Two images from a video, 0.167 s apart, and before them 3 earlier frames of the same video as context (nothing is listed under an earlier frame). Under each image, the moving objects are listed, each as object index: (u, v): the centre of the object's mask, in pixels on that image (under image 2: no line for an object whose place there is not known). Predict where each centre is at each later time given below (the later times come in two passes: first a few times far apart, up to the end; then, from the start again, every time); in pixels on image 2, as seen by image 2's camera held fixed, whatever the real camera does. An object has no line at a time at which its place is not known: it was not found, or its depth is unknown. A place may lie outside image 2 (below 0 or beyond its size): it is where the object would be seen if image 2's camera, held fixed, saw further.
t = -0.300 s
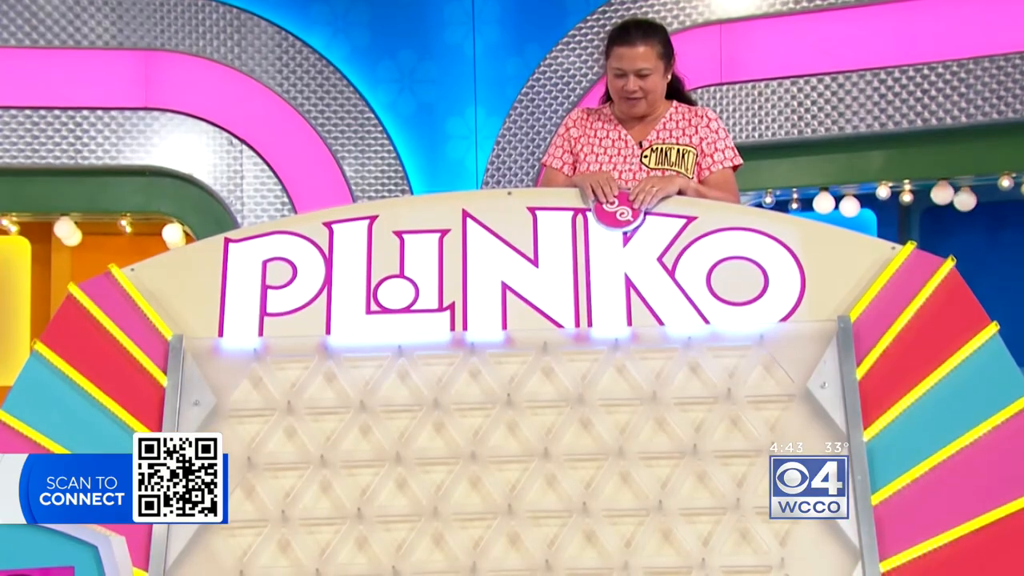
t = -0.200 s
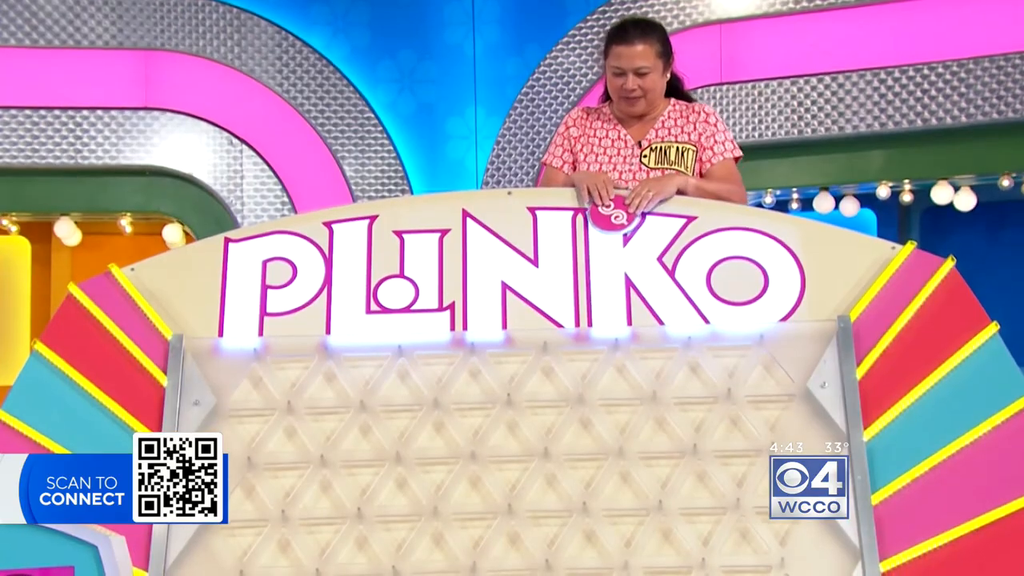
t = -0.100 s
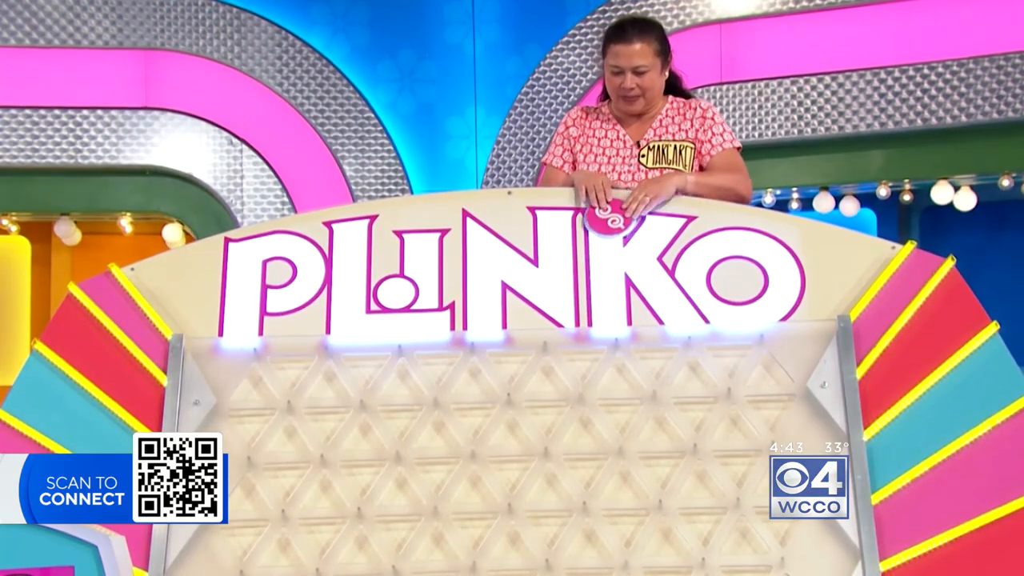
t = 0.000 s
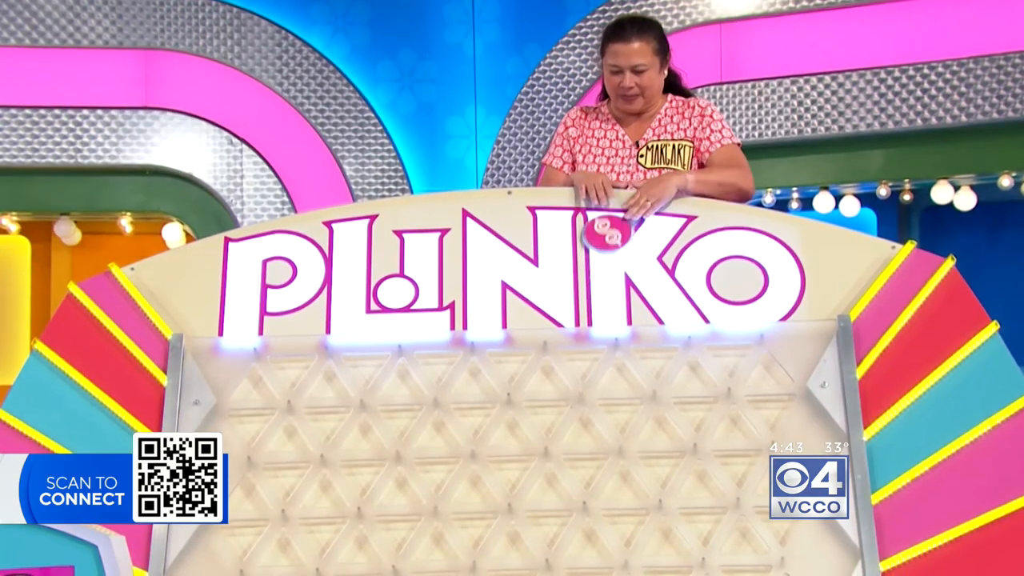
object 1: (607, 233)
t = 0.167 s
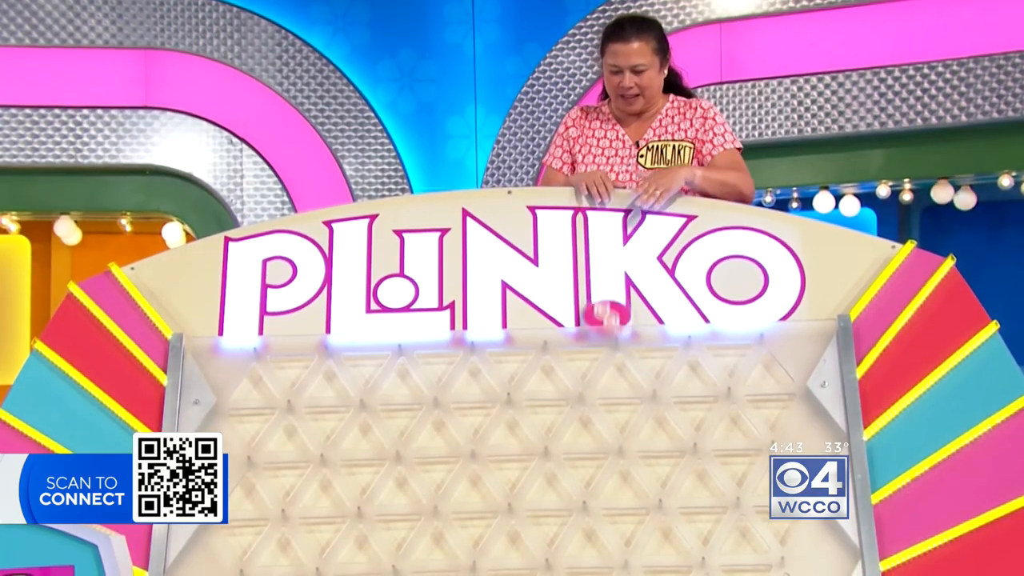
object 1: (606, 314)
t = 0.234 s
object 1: (583, 300)
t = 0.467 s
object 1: (506, 311)
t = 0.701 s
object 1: (566, 318)
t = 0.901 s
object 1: (575, 329)
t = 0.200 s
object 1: (596, 310)
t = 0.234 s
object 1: (583, 300)
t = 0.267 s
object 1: (572, 293)
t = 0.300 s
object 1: (560, 288)
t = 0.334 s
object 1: (547, 287)
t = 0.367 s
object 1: (536, 290)
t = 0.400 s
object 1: (525, 295)
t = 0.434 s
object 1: (516, 303)
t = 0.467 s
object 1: (506, 311)
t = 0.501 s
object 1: (496, 326)
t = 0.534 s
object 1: (502, 328)
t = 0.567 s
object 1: (517, 322)
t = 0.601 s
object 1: (532, 322)
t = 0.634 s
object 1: (544, 321)
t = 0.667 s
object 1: (555, 318)
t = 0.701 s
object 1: (566, 318)
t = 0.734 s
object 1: (575, 321)
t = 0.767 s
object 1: (585, 329)
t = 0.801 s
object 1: (587, 333)
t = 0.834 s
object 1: (577, 333)
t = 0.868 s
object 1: (569, 334)
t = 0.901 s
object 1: (575, 329)
